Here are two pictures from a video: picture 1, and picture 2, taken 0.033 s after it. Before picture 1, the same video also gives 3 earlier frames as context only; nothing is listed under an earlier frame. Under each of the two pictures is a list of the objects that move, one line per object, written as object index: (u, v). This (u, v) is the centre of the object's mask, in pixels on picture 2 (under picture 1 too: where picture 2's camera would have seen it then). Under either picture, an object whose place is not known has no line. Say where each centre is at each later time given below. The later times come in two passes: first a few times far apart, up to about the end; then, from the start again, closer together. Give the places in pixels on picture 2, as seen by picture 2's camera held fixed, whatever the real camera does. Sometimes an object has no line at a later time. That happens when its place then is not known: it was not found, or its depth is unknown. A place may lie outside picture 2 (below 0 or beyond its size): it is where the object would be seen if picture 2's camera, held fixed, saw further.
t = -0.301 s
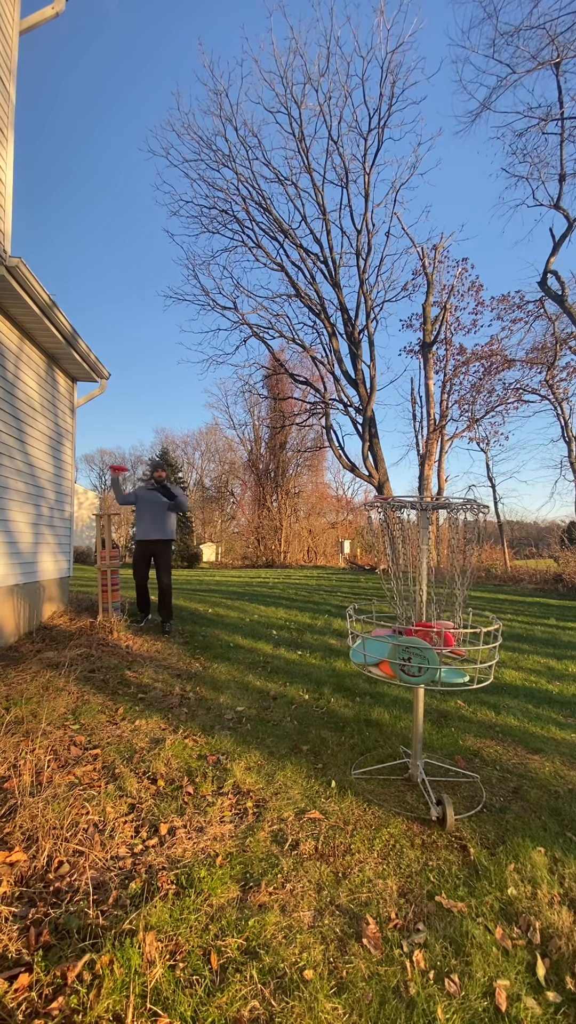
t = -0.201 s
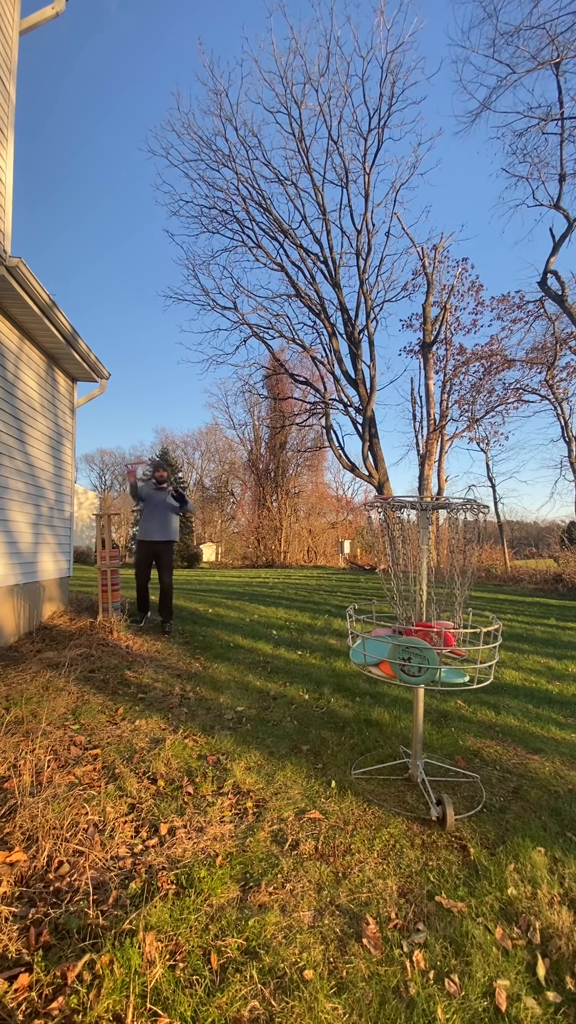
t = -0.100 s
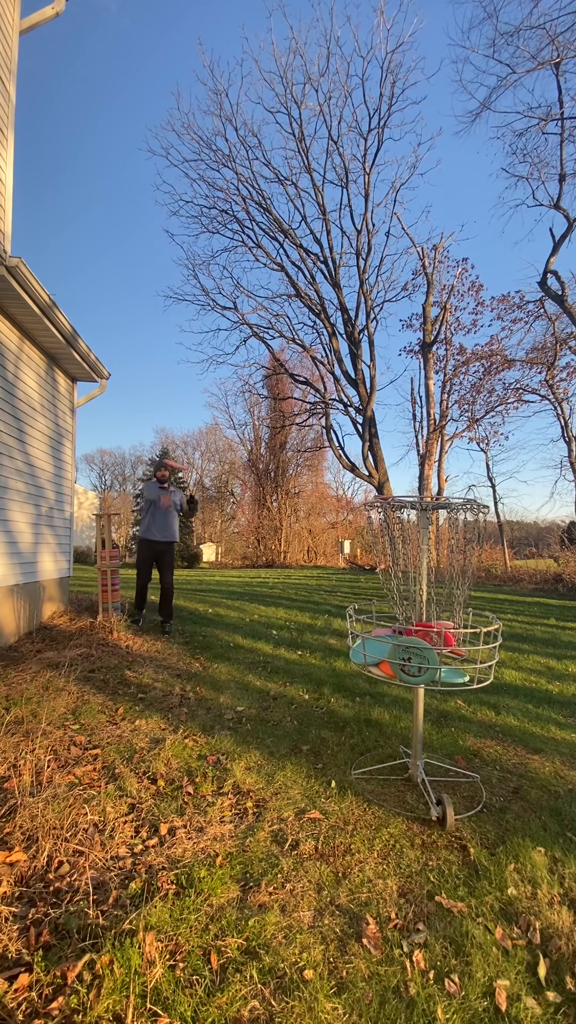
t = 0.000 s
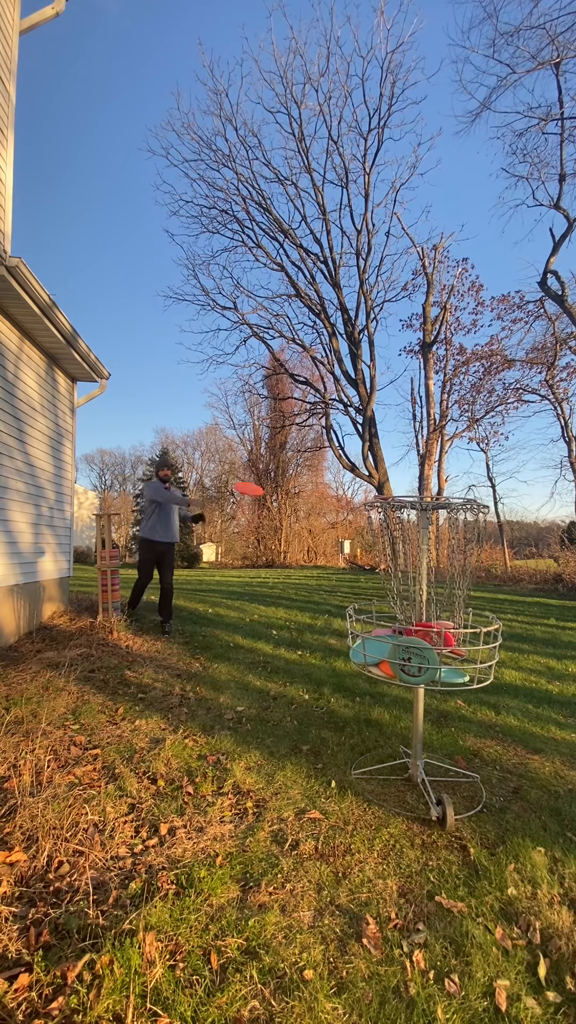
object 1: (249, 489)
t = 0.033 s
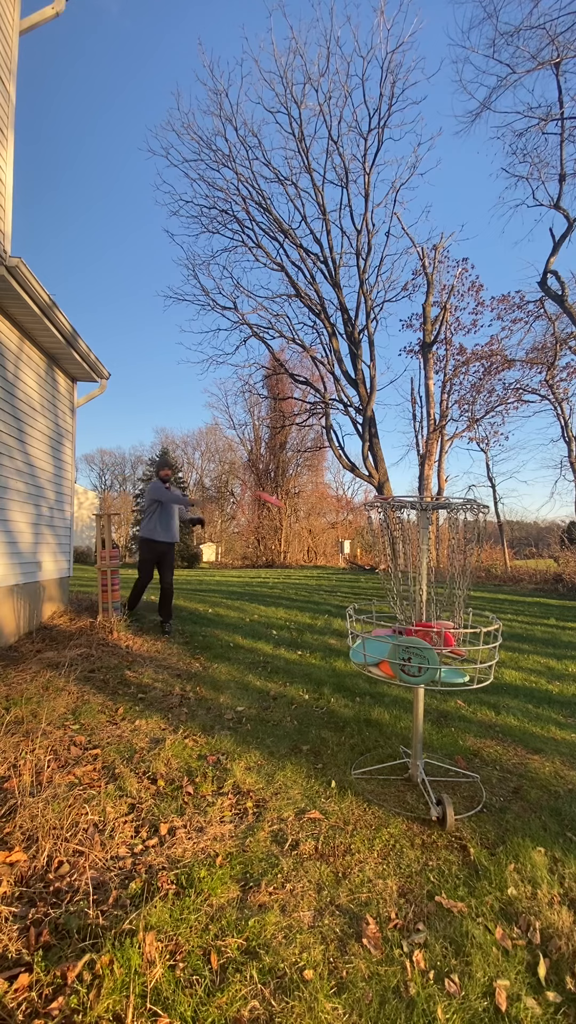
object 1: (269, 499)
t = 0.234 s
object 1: (398, 577)
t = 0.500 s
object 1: (383, 624)
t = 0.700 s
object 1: (376, 643)
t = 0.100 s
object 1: (328, 532)
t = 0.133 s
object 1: (361, 553)
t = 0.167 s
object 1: (386, 568)
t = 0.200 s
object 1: (394, 573)
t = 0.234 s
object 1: (398, 577)
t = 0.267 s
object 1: (403, 582)
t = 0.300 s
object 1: (406, 589)
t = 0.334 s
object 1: (405, 593)
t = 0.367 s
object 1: (402, 597)
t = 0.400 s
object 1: (399, 603)
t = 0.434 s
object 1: (393, 612)
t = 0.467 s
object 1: (390, 619)
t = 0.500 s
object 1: (383, 624)
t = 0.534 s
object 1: (377, 631)
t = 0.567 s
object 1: (372, 639)
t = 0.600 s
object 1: (376, 642)
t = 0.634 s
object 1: (376, 642)
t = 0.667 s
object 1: (376, 643)
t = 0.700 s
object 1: (376, 643)
